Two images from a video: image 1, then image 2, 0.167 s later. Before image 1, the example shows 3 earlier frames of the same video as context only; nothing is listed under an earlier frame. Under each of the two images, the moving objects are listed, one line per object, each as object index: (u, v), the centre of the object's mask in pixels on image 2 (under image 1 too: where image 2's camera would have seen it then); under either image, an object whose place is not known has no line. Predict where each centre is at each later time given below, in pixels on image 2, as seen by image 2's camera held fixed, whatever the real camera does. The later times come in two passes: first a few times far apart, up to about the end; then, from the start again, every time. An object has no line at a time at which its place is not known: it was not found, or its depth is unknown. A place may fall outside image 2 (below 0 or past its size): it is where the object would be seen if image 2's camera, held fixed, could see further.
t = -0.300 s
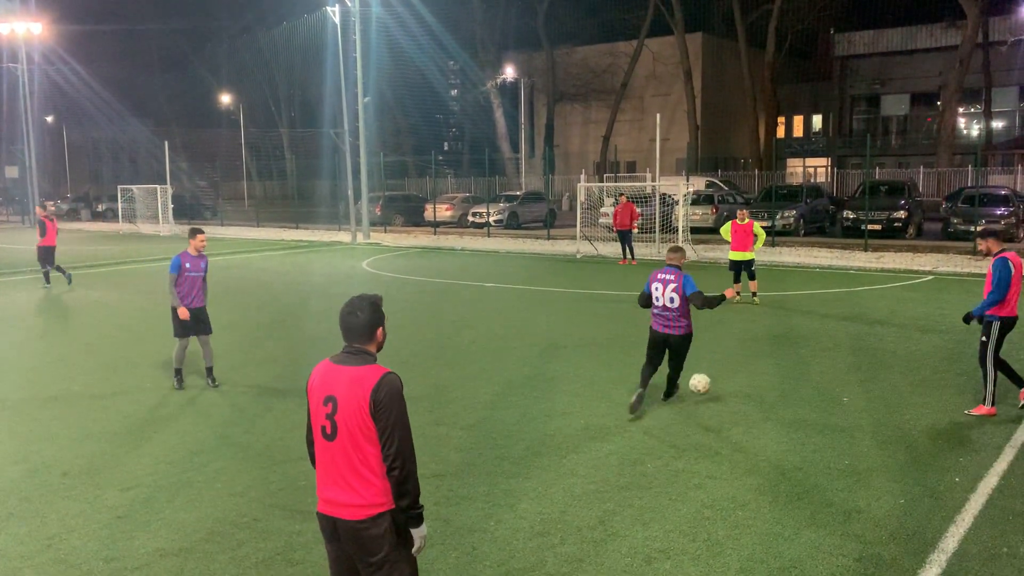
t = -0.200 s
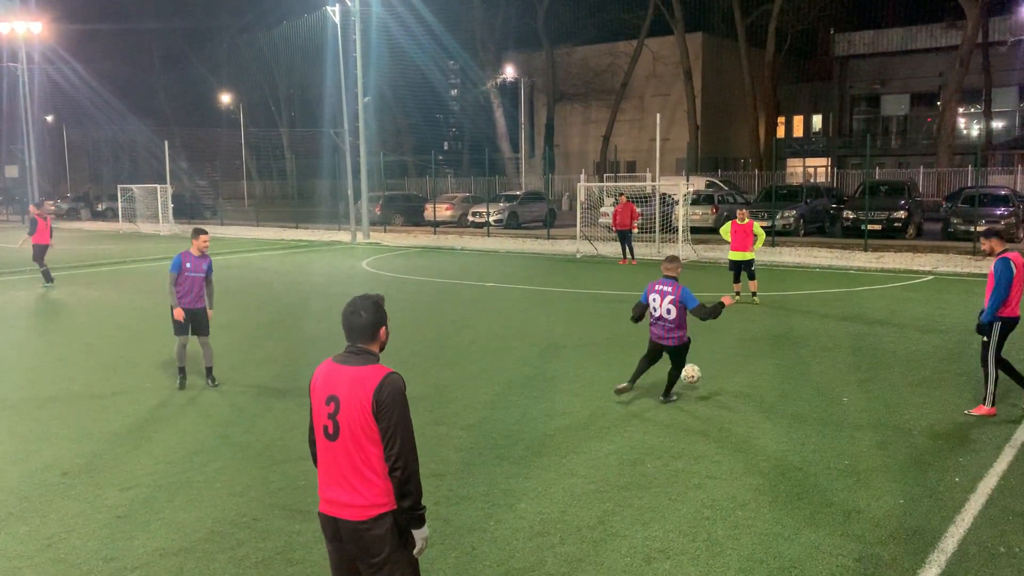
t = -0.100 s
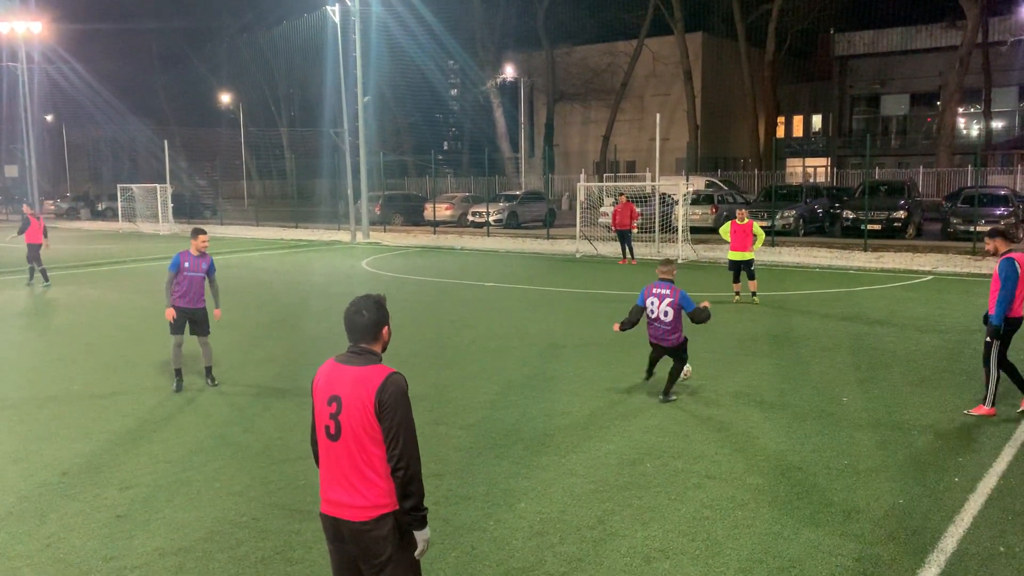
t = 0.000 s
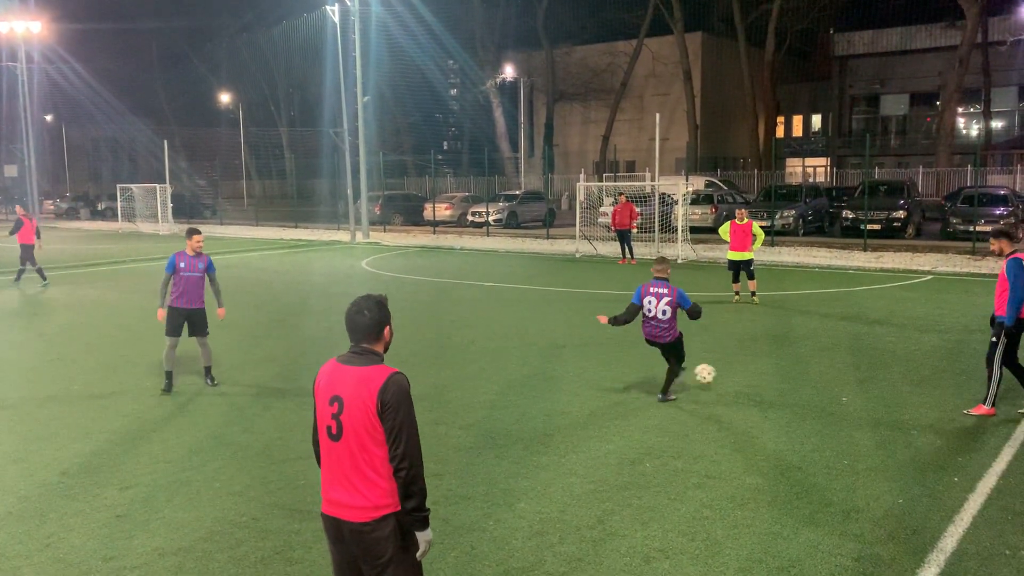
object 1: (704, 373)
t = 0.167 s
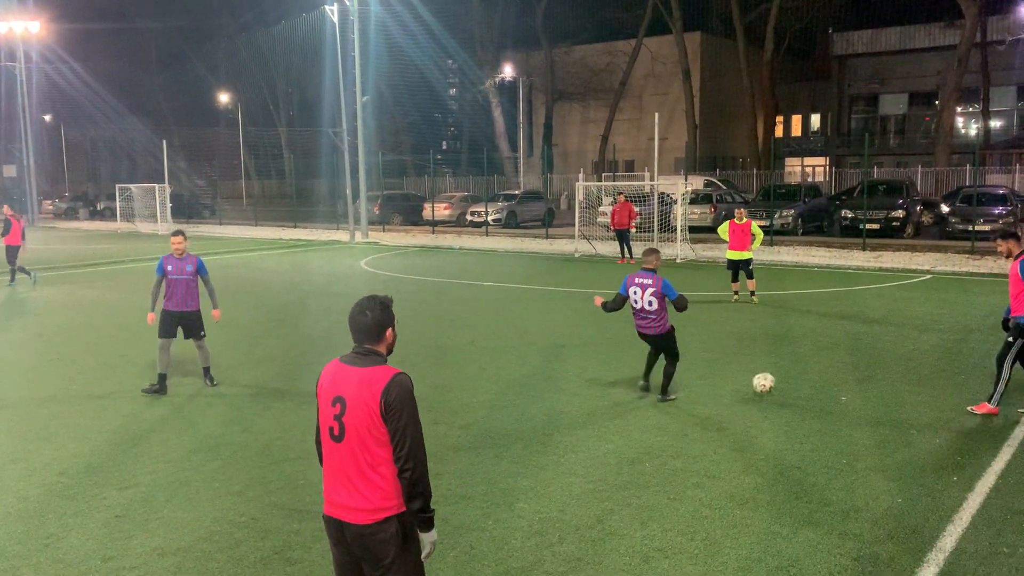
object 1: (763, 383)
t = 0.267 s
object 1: (792, 384)
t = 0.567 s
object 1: (879, 395)
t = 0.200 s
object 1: (773, 382)
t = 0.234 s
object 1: (783, 383)
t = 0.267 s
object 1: (792, 384)
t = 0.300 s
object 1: (802, 387)
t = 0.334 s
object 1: (811, 391)
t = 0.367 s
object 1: (822, 391)
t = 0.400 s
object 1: (831, 389)
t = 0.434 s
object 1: (841, 389)
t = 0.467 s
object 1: (850, 391)
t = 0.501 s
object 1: (860, 393)
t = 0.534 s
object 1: (869, 395)
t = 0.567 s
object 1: (879, 395)
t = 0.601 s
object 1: (889, 396)
